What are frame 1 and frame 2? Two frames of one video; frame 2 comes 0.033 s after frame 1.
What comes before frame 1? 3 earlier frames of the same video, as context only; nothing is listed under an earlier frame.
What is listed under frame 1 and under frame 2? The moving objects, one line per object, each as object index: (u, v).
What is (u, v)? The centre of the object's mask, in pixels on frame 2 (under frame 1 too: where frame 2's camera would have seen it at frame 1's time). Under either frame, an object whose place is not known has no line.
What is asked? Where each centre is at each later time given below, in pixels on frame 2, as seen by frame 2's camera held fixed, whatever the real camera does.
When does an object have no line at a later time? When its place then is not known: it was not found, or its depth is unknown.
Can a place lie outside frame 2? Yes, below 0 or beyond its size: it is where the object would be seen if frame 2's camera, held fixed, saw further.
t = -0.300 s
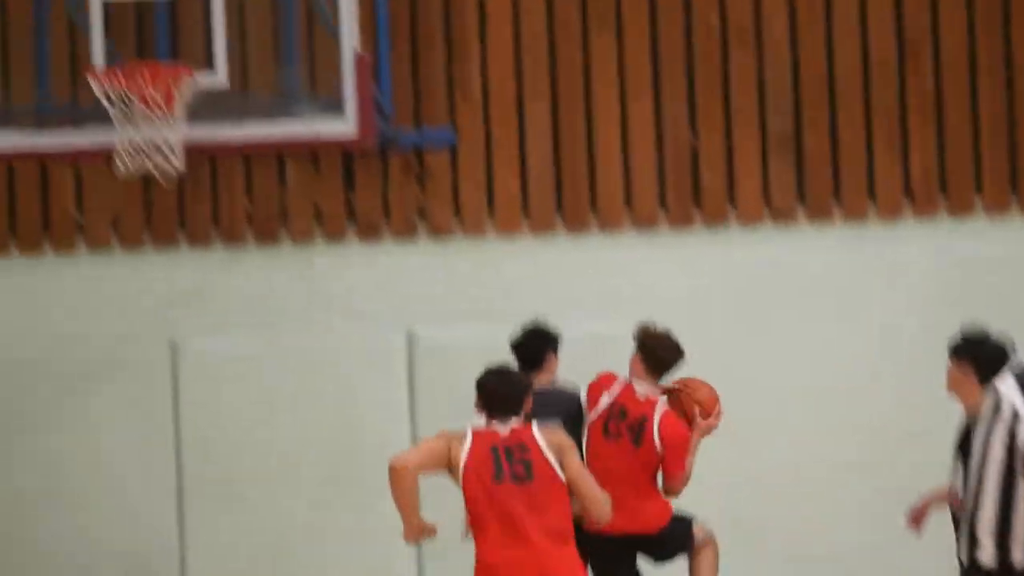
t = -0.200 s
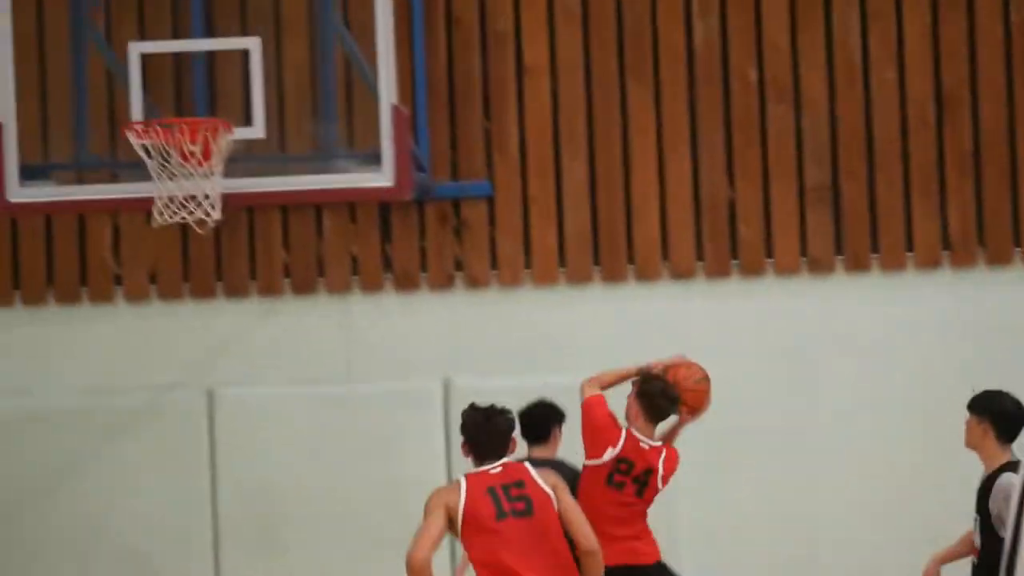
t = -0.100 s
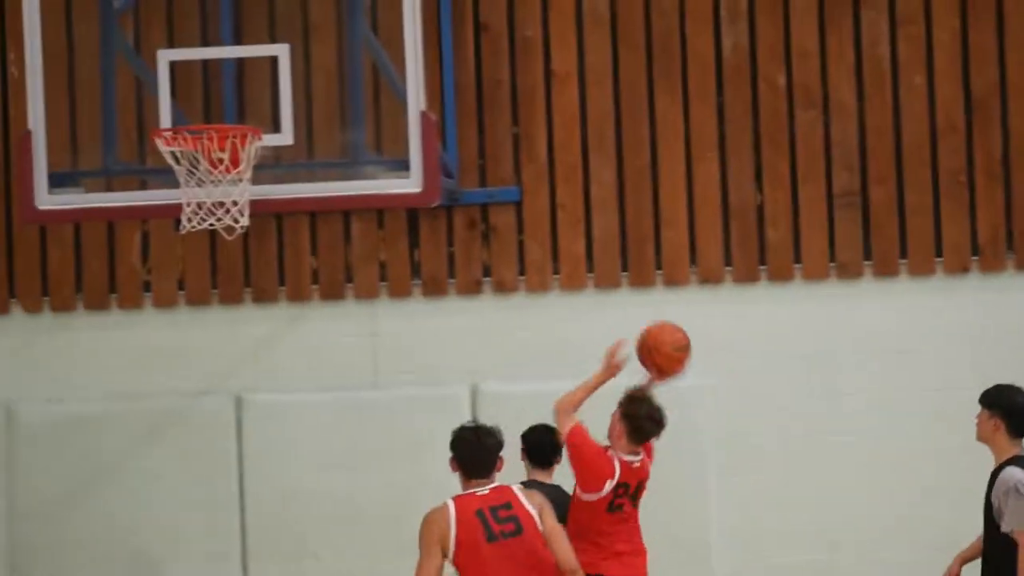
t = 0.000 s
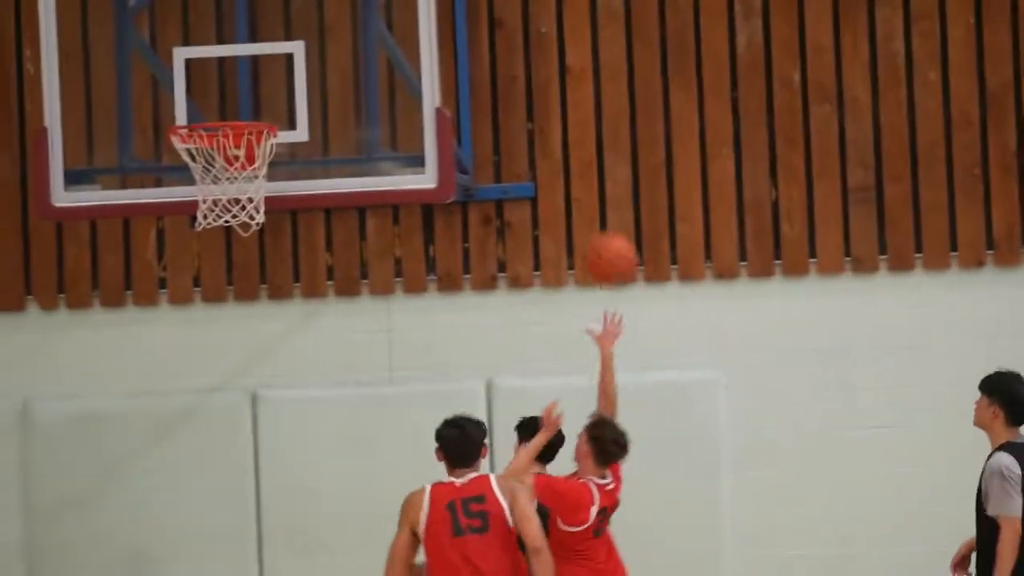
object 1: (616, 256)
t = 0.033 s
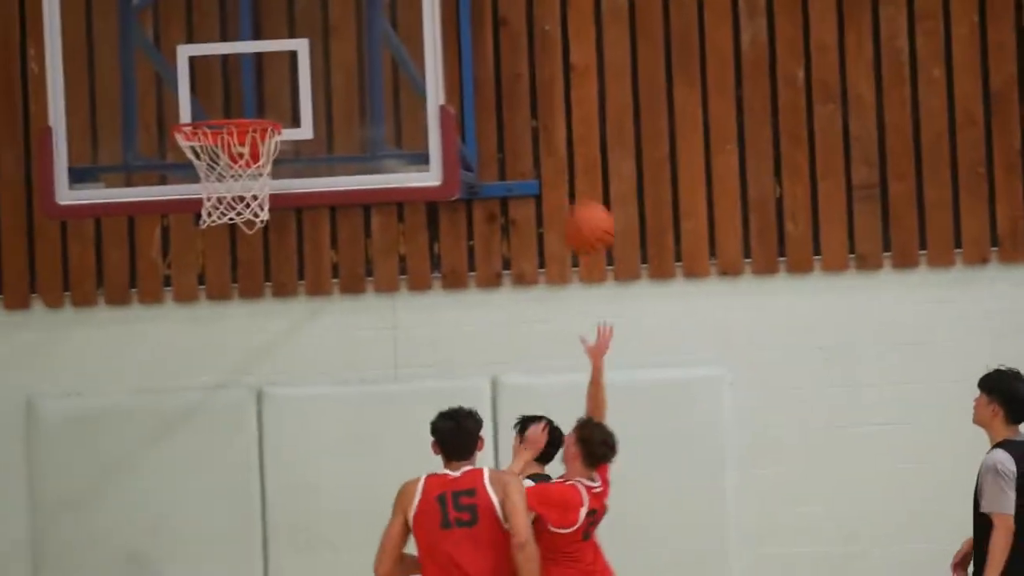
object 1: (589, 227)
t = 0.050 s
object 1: (576, 215)
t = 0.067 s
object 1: (562, 201)
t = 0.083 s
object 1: (549, 190)
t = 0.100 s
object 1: (536, 180)
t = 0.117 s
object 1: (523, 169)
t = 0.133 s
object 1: (512, 160)
